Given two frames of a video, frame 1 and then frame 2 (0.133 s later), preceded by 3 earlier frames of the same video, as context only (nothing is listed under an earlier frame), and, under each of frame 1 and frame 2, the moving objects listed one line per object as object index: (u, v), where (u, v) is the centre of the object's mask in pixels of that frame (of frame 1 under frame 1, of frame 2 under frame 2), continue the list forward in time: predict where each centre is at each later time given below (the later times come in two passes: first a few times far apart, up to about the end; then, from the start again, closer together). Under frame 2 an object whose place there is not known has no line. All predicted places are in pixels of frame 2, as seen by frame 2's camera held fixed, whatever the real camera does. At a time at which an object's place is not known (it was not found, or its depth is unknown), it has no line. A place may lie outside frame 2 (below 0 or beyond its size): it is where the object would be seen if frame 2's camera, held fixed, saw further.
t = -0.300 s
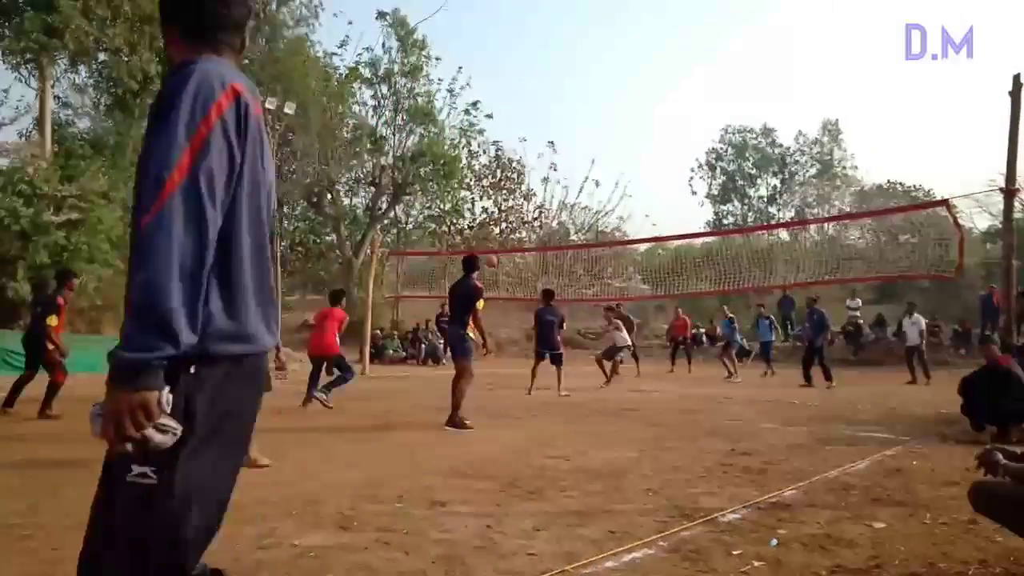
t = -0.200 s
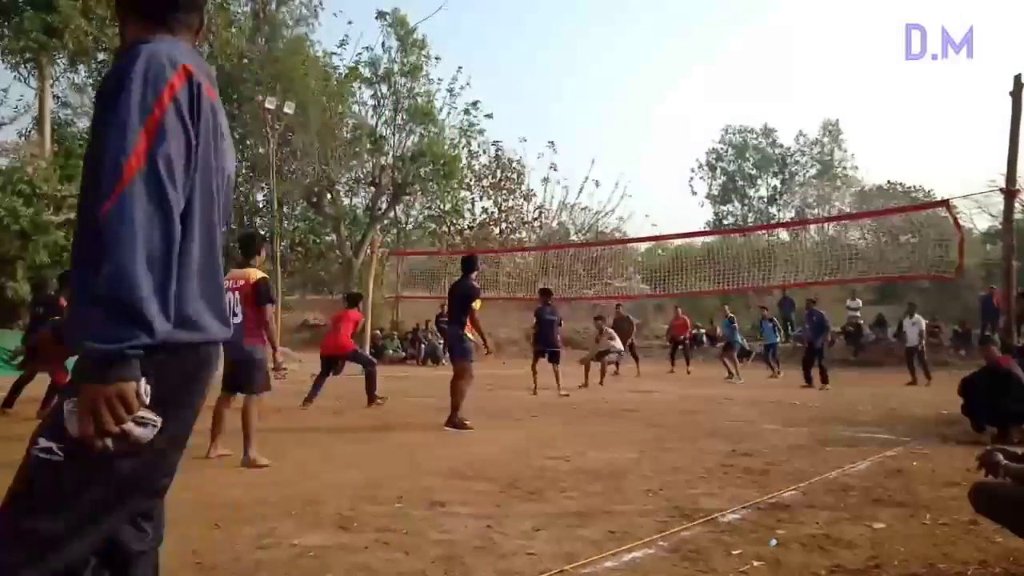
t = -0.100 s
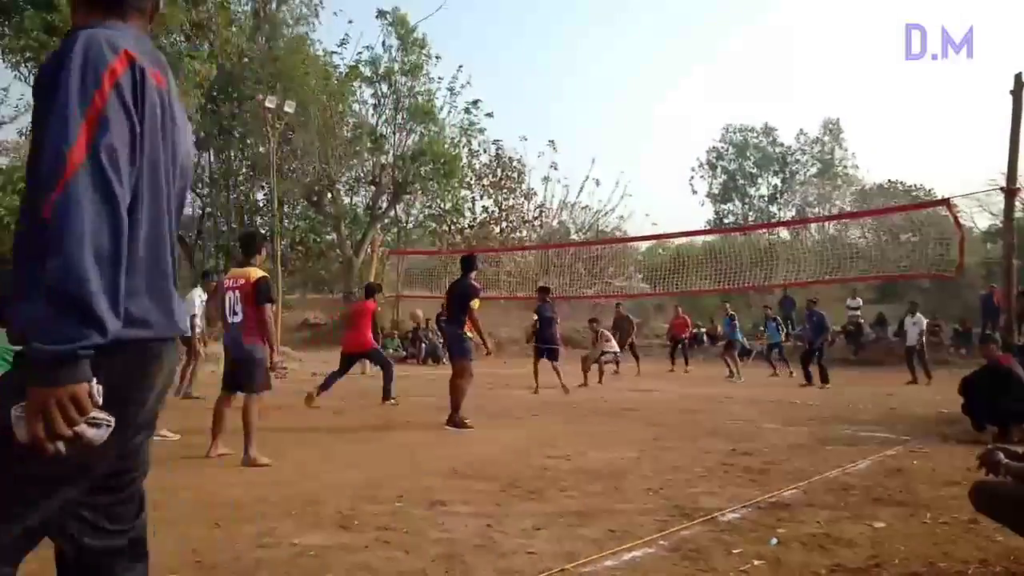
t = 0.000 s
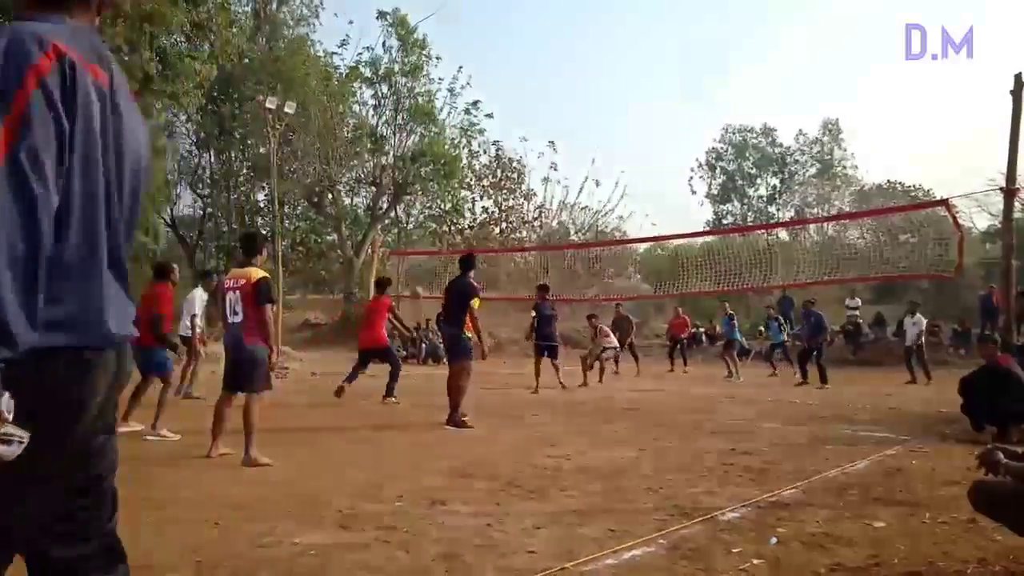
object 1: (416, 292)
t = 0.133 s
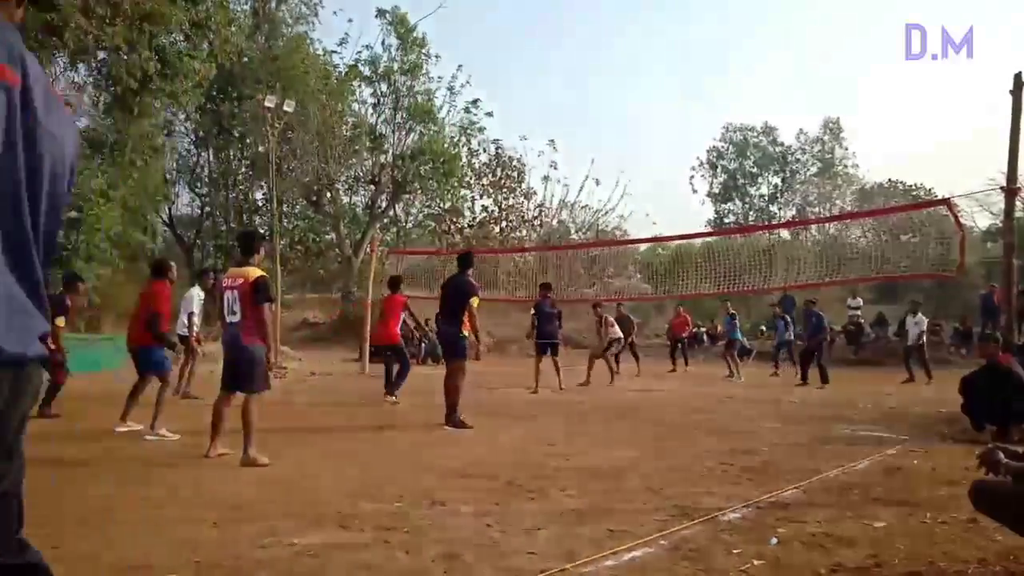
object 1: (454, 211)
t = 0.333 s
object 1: (507, 120)
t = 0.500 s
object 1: (544, 73)
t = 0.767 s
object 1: (595, 40)
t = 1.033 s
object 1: (639, 52)
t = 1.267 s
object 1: (673, 92)
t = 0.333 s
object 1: (507, 120)
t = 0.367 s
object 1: (515, 109)
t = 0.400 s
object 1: (522, 99)
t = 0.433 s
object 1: (530, 90)
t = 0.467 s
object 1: (537, 81)
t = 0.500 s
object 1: (544, 73)
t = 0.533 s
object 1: (551, 66)
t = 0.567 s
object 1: (557, 61)
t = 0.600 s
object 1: (564, 56)
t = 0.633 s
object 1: (570, 51)
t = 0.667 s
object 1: (577, 47)
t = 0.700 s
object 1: (583, 44)
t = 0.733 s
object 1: (589, 42)
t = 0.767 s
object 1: (595, 40)
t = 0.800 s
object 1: (601, 40)
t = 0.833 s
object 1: (606, 40)
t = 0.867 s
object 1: (612, 40)
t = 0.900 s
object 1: (618, 41)
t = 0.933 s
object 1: (623, 43)
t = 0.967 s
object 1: (628, 45)
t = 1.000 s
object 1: (634, 48)
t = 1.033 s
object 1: (639, 52)
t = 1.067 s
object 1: (644, 56)
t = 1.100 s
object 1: (649, 60)
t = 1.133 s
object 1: (654, 66)
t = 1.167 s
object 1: (659, 72)
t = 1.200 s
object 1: (664, 78)
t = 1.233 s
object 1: (668, 85)
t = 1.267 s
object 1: (673, 92)
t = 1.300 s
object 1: (678, 100)
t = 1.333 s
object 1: (682, 109)
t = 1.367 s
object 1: (687, 118)
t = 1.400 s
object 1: (692, 127)
